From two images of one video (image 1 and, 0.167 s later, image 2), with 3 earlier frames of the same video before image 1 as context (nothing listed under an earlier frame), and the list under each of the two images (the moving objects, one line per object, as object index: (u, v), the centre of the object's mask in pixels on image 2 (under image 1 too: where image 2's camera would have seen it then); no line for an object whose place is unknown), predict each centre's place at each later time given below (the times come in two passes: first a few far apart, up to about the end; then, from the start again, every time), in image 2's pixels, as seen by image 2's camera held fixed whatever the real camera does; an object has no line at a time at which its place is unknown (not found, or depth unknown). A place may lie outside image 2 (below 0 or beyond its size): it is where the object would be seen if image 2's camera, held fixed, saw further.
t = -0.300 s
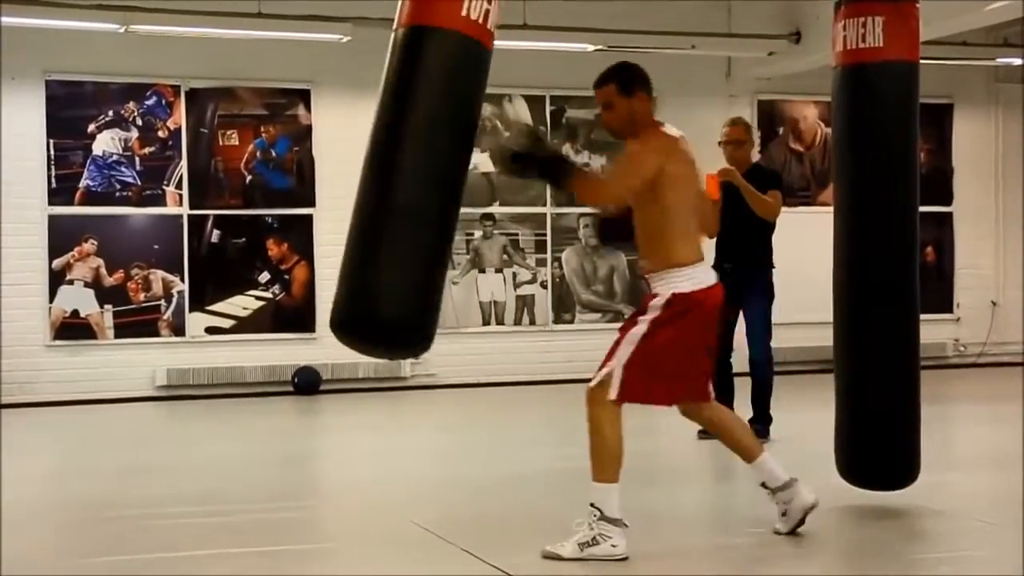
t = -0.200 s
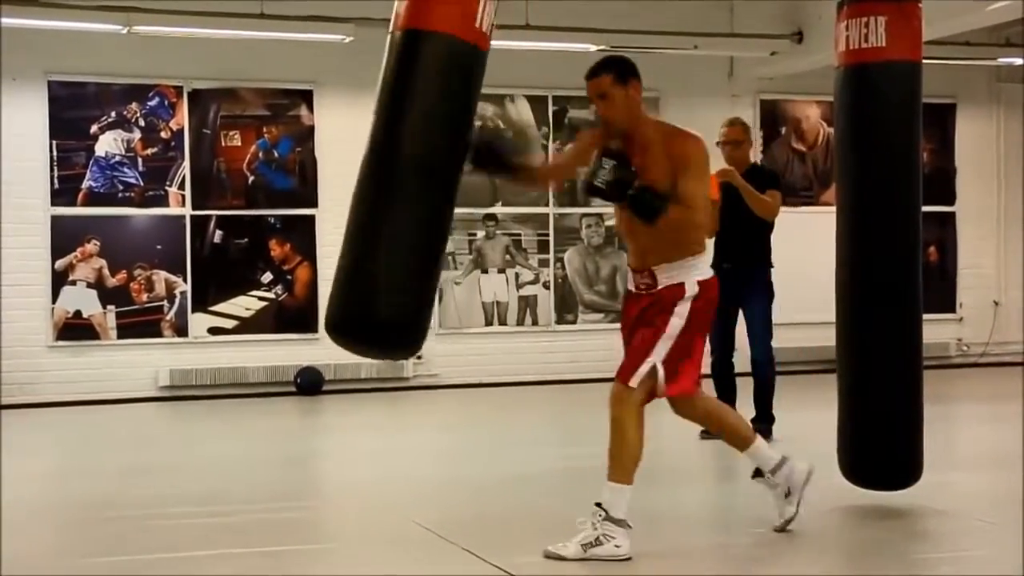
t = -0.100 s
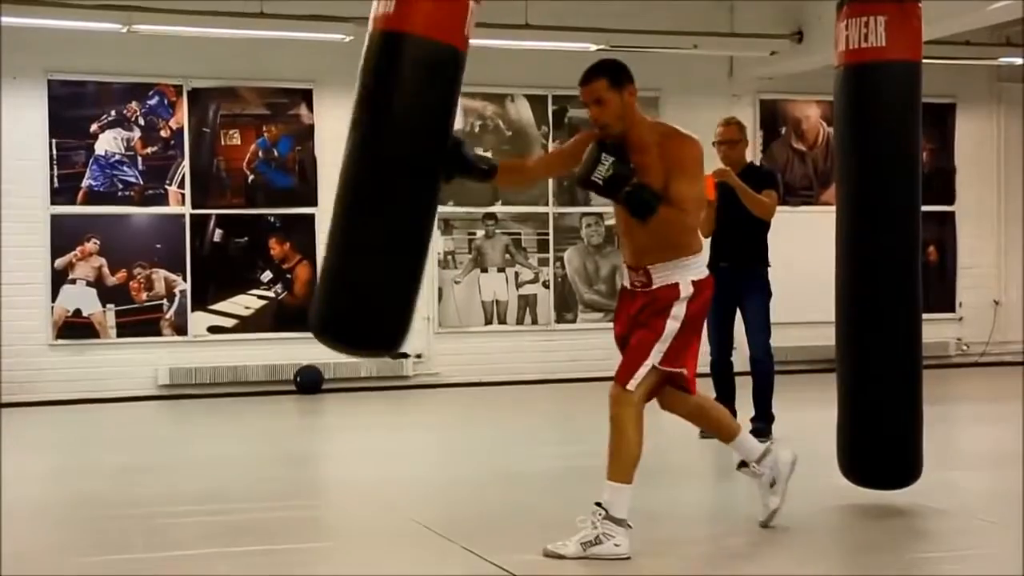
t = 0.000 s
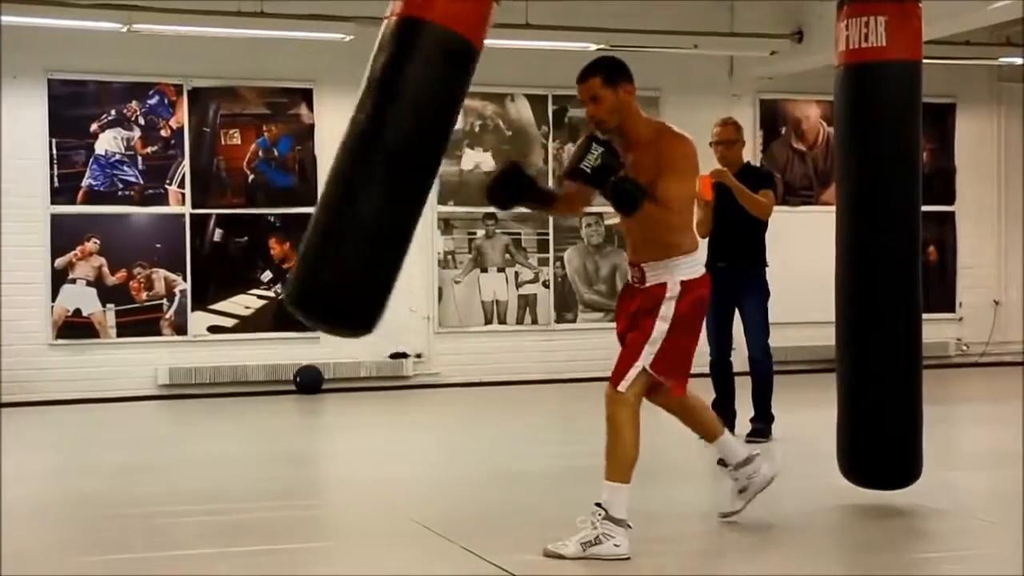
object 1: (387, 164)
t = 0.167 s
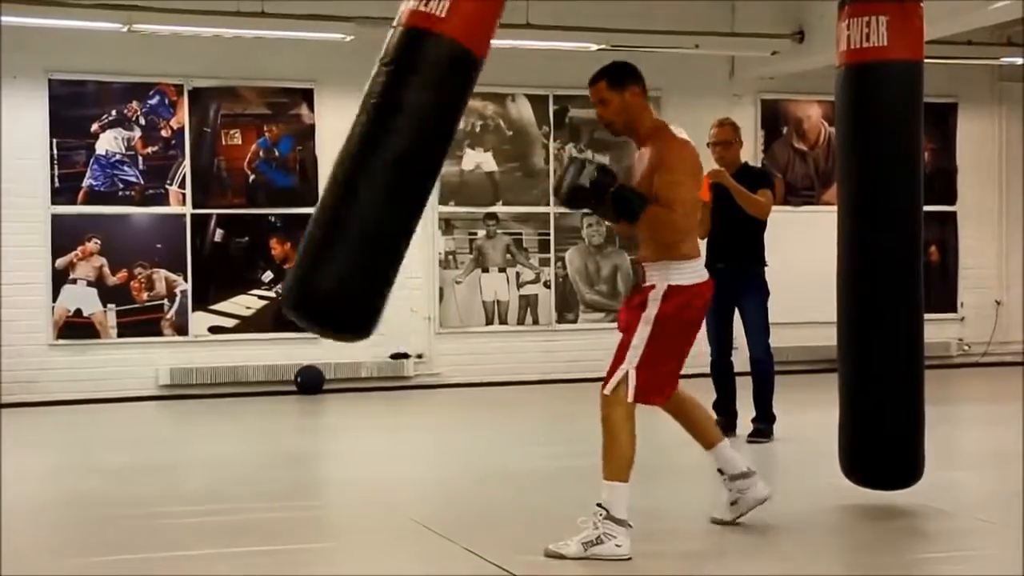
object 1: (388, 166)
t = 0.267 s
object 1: (390, 179)
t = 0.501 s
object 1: (452, 182)
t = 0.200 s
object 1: (388, 170)
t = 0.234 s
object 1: (389, 172)
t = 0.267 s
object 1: (390, 179)
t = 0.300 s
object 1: (396, 181)
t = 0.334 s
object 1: (402, 180)
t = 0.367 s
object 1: (414, 177)
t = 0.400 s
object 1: (426, 175)
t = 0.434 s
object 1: (431, 174)
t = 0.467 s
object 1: (442, 178)
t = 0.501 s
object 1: (452, 182)
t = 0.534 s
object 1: (458, 183)
